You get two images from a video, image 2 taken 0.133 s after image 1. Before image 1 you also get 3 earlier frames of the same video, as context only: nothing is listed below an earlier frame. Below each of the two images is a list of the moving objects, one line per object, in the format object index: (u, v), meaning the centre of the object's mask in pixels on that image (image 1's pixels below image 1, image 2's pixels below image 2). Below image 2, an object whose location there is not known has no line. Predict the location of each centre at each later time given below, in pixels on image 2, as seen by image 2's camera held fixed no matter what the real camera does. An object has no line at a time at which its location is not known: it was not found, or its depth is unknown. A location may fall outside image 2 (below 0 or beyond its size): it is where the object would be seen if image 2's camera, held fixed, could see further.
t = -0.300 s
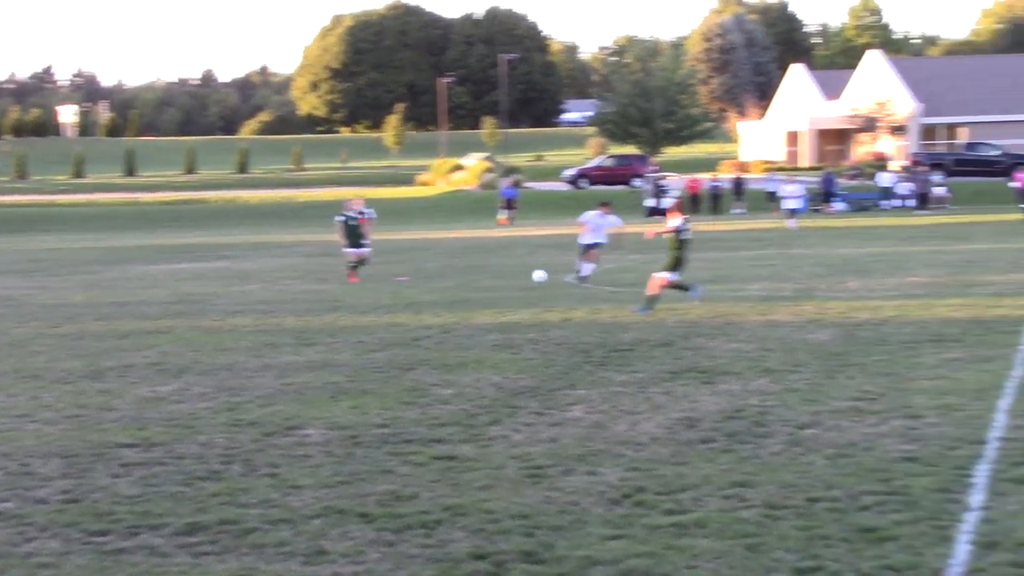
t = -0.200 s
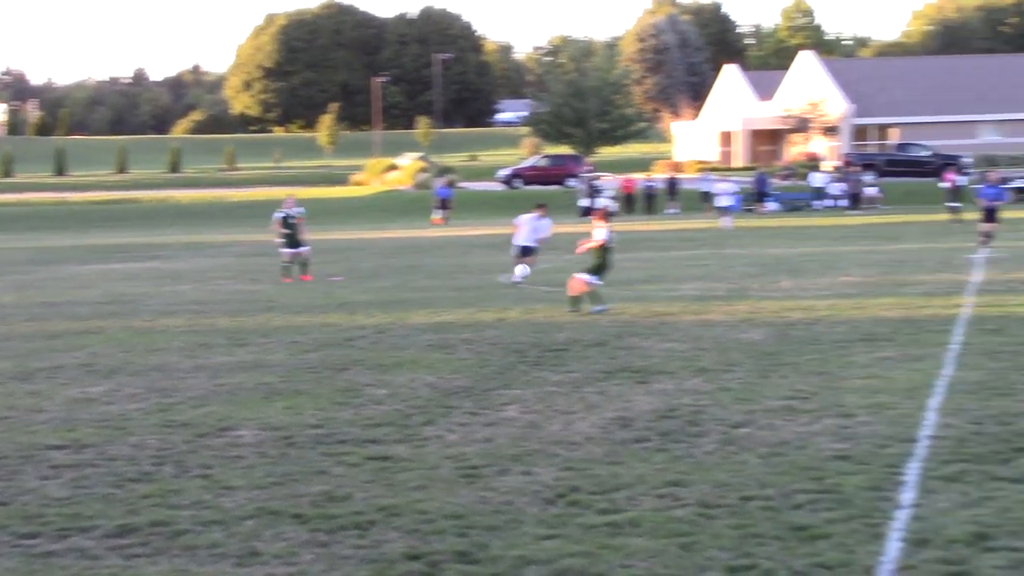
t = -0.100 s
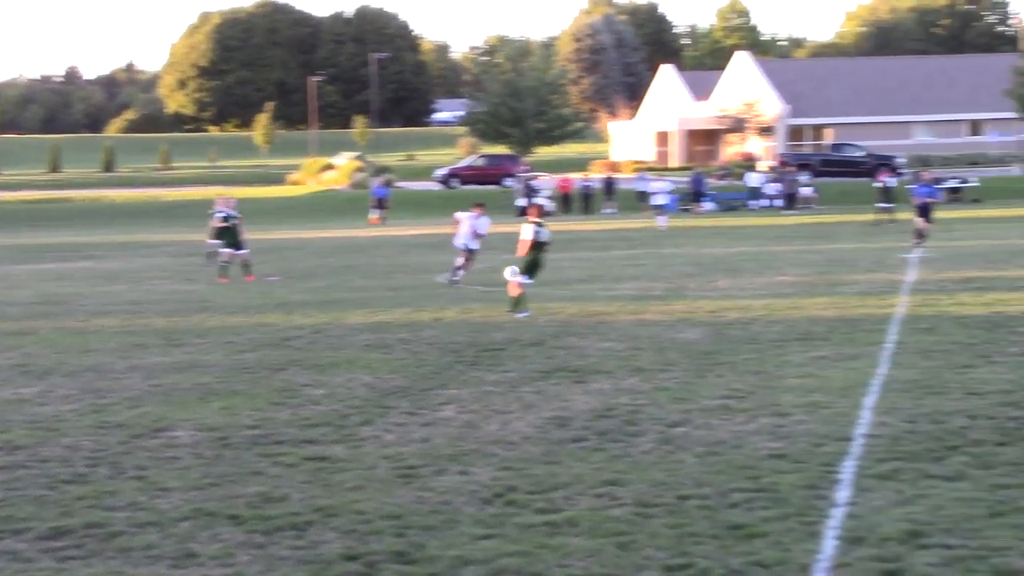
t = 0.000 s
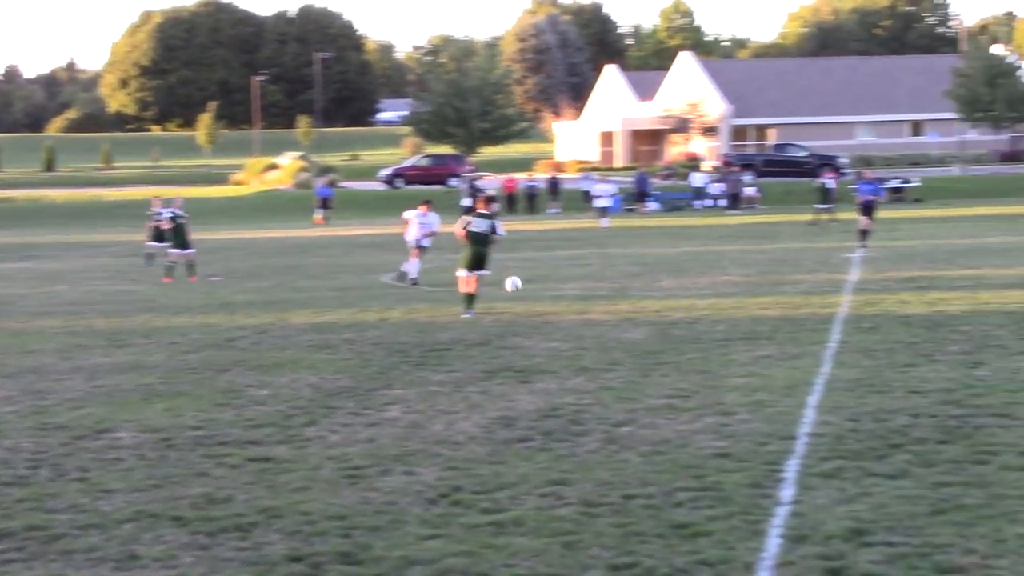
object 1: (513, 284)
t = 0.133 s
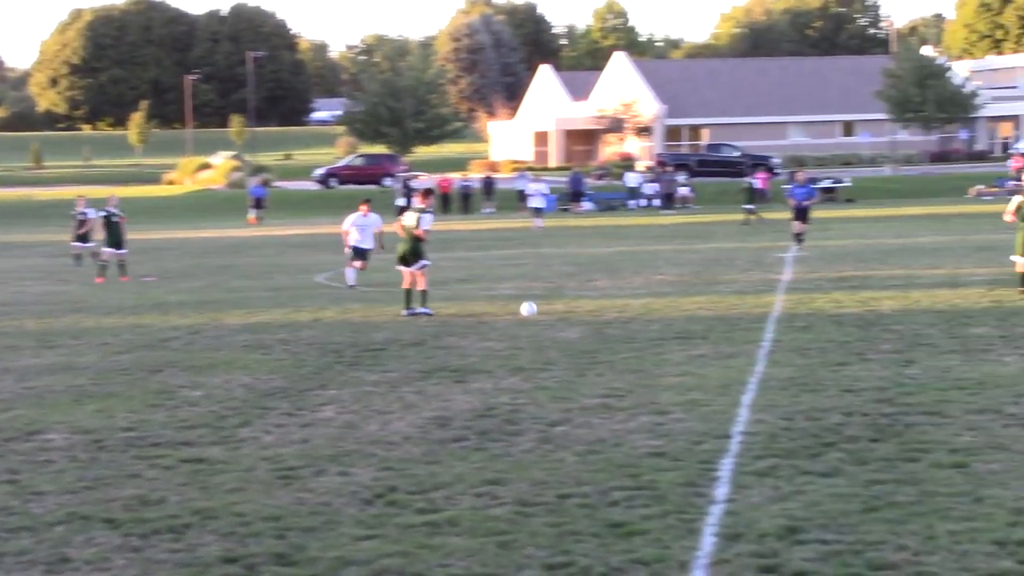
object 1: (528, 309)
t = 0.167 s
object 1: (538, 302)
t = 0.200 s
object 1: (549, 295)
